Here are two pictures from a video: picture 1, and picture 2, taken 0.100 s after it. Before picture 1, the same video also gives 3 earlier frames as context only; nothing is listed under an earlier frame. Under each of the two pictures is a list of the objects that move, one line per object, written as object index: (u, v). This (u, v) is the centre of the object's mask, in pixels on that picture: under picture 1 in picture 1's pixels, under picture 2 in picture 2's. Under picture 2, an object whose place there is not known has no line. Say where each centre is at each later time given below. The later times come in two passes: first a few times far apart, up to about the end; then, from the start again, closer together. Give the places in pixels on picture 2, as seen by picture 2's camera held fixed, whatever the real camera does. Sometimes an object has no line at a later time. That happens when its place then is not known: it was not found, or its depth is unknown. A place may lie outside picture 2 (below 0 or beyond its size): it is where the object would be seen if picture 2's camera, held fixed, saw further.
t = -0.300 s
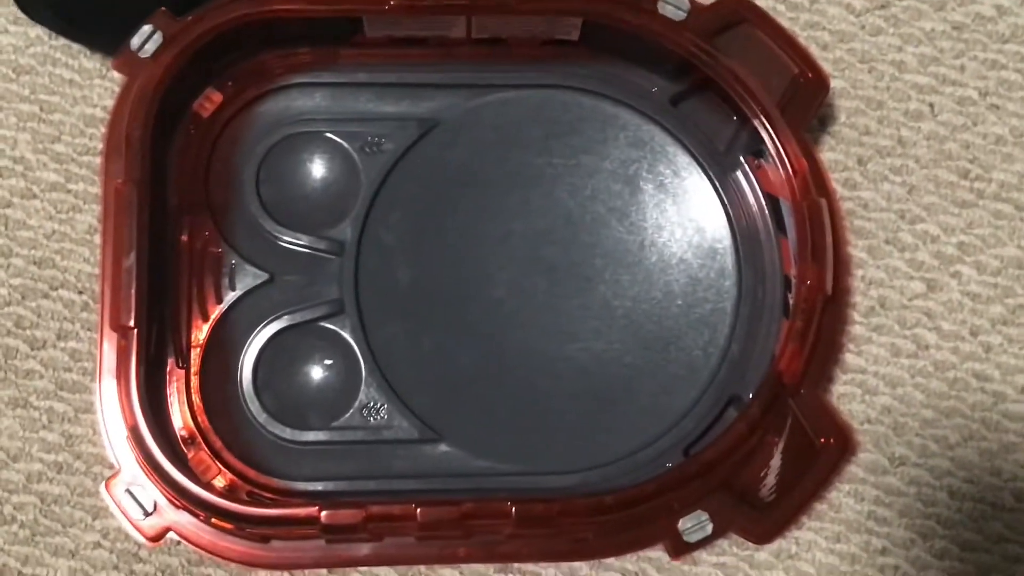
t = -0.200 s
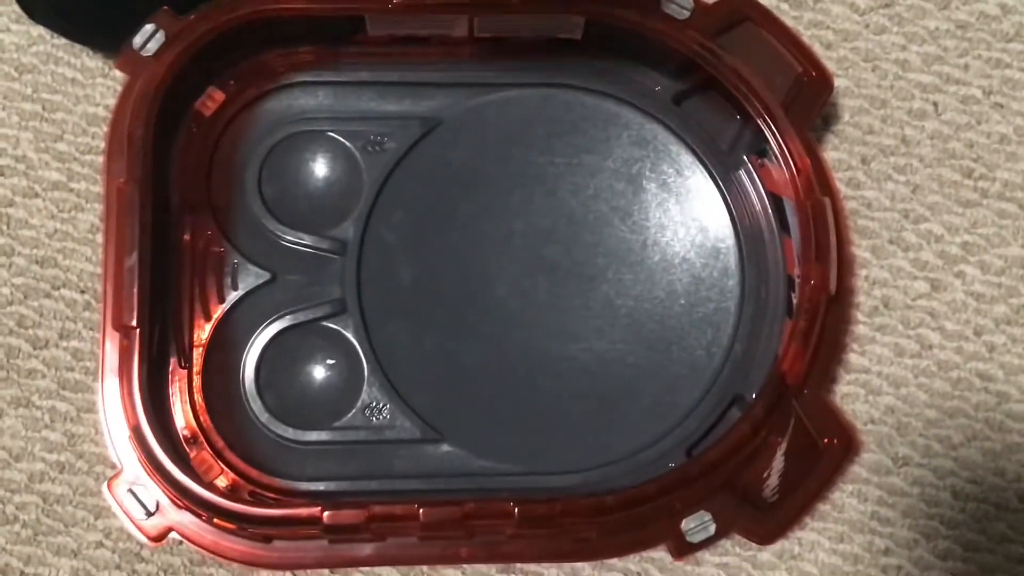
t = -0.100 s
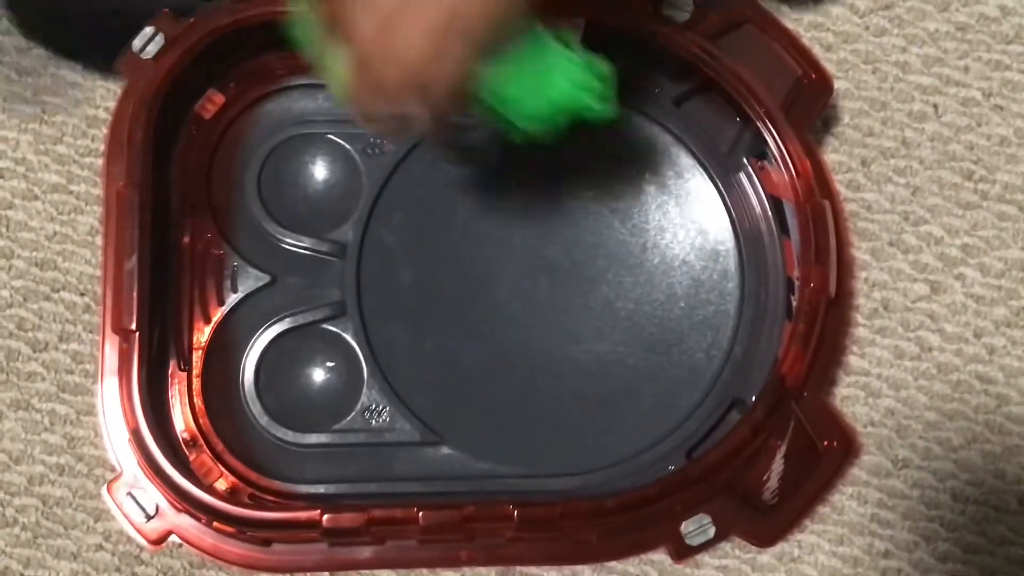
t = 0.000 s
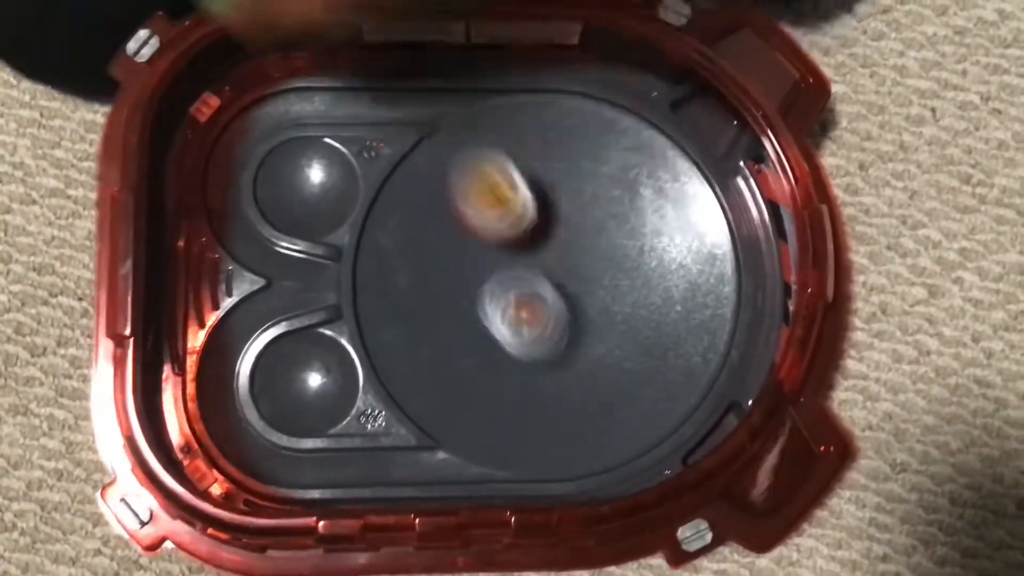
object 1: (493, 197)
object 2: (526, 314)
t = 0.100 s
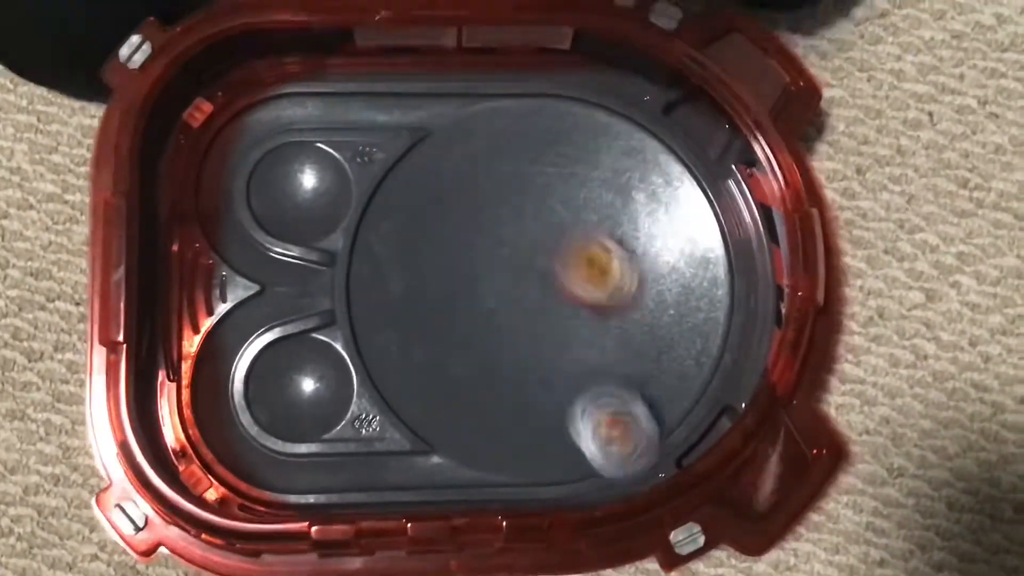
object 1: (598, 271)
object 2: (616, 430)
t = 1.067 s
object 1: (438, 188)
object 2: (235, 251)
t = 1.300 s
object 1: (546, 263)
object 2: (433, 365)
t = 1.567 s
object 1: (705, 231)
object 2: (629, 434)
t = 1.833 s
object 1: (574, 223)
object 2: (705, 186)
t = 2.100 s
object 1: (489, 291)
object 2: (414, 111)
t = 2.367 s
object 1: (562, 405)
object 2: (202, 191)
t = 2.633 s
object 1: (652, 396)
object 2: (463, 310)
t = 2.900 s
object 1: (714, 360)
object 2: (460, 194)
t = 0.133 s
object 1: (629, 289)
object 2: (638, 457)
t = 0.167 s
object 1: (659, 307)
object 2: (655, 455)
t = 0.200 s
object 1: (684, 321)
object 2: (664, 446)
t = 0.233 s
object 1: (705, 334)
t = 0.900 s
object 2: (258, 119)
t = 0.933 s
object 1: (437, 134)
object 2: (227, 130)
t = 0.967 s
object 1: (435, 145)
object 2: (208, 152)
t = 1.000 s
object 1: (434, 159)
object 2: (206, 187)
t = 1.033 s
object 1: (435, 173)
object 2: (216, 221)
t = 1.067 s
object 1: (438, 188)
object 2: (235, 251)
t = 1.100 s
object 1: (443, 205)
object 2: (262, 270)
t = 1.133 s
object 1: (449, 220)
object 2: (298, 281)
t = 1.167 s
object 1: (458, 236)
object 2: (333, 292)
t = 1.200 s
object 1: (468, 250)
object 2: (369, 303)
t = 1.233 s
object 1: (479, 262)
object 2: (406, 315)
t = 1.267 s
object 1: (504, 267)
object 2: (427, 335)
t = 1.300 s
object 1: (546, 263)
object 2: (433, 365)
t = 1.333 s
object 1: (586, 259)
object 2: (444, 393)
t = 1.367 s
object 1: (620, 256)
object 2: (462, 419)
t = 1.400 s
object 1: (650, 251)
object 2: (484, 439)
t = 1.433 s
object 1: (676, 247)
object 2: (509, 453)
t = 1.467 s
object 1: (697, 240)
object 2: (538, 460)
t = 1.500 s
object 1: (712, 235)
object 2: (569, 458)
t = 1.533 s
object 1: (712, 232)
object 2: (599, 450)
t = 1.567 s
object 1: (705, 231)
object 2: (629, 434)
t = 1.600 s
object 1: (696, 231)
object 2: (655, 411)
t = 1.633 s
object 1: (684, 232)
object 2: (679, 383)
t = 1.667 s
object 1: (672, 232)
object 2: (695, 351)
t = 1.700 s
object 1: (658, 234)
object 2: (707, 308)
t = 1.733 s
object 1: (640, 233)
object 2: (715, 280)
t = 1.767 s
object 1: (618, 227)
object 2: (719, 251)
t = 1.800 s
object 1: (596, 223)
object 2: (718, 219)
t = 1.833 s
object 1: (574, 223)
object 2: (705, 186)
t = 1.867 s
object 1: (555, 224)
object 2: (691, 161)
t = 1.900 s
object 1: (538, 227)
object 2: (662, 141)
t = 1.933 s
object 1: (523, 234)
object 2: (626, 121)
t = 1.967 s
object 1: (510, 242)
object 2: (588, 105)
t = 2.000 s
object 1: (501, 251)
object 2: (545, 98)
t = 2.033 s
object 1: (495, 263)
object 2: (499, 98)
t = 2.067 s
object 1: (490, 276)
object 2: (456, 102)
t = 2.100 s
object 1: (489, 291)
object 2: (414, 111)
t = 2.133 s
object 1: (490, 306)
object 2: (376, 116)
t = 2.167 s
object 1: (493, 323)
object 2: (339, 112)
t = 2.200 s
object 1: (501, 339)
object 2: (299, 115)
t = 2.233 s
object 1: (510, 355)
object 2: (264, 112)
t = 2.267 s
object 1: (522, 370)
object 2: (230, 115)
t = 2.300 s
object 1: (536, 383)
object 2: (209, 128)
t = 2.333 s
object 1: (550, 394)
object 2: (206, 160)
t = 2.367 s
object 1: (562, 405)
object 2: (202, 191)
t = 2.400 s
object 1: (579, 413)
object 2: (207, 224)
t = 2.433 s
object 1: (595, 419)
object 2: (230, 249)
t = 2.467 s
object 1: (611, 421)
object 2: (265, 260)
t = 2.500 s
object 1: (624, 421)
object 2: (305, 270)
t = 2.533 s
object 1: (635, 418)
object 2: (343, 280)
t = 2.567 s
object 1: (643, 413)
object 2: (382, 290)
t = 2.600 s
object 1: (648, 405)
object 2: (421, 300)
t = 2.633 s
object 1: (652, 396)
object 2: (463, 310)
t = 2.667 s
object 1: (654, 387)
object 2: (502, 321)
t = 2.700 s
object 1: (654, 376)
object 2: (539, 330)
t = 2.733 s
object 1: (658, 372)
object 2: (569, 332)
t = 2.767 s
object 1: (696, 388)
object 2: (556, 301)
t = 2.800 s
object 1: (716, 387)
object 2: (533, 271)
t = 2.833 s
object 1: (726, 383)
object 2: (510, 241)
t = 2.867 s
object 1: (729, 375)
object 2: (485, 215)
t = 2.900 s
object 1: (714, 360)
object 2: (460, 194)
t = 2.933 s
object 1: (694, 341)
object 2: (436, 177)
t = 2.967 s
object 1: (675, 323)
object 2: (414, 166)
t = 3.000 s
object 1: (653, 305)
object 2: (401, 164)
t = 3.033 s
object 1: (627, 287)
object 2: (409, 183)
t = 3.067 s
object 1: (602, 272)
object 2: (418, 203)
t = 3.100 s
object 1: (579, 259)
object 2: (428, 224)
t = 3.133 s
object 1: (554, 249)
